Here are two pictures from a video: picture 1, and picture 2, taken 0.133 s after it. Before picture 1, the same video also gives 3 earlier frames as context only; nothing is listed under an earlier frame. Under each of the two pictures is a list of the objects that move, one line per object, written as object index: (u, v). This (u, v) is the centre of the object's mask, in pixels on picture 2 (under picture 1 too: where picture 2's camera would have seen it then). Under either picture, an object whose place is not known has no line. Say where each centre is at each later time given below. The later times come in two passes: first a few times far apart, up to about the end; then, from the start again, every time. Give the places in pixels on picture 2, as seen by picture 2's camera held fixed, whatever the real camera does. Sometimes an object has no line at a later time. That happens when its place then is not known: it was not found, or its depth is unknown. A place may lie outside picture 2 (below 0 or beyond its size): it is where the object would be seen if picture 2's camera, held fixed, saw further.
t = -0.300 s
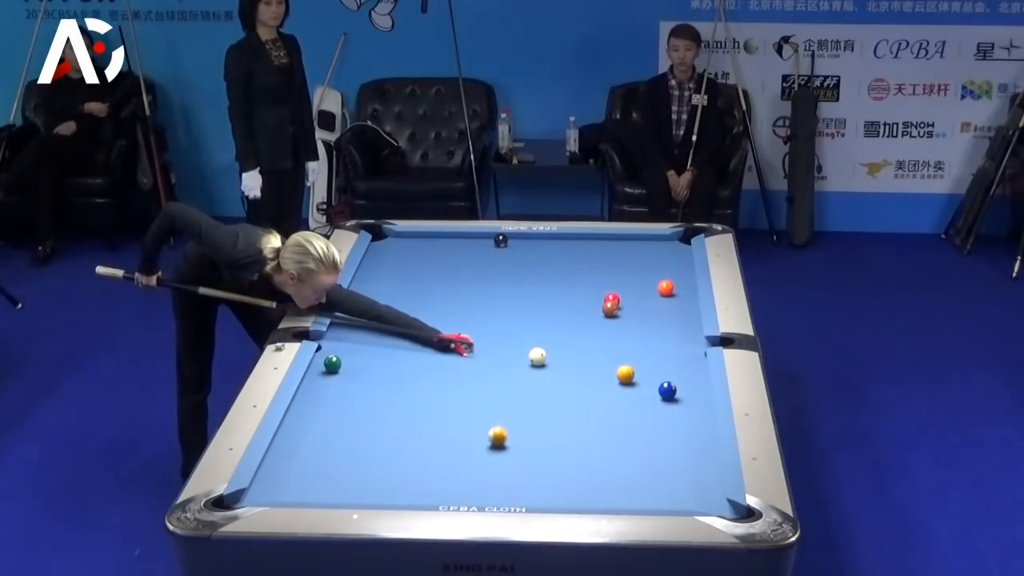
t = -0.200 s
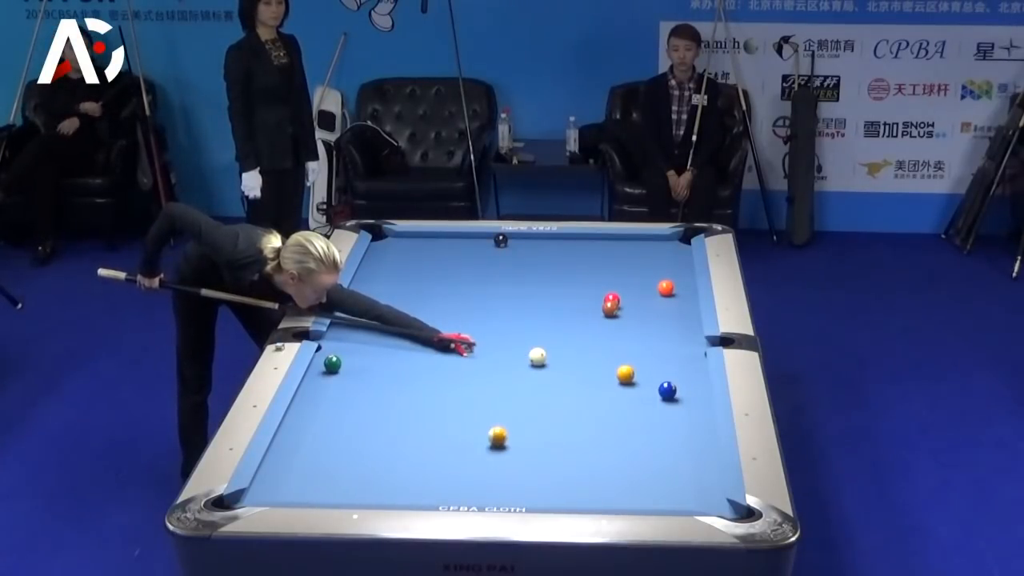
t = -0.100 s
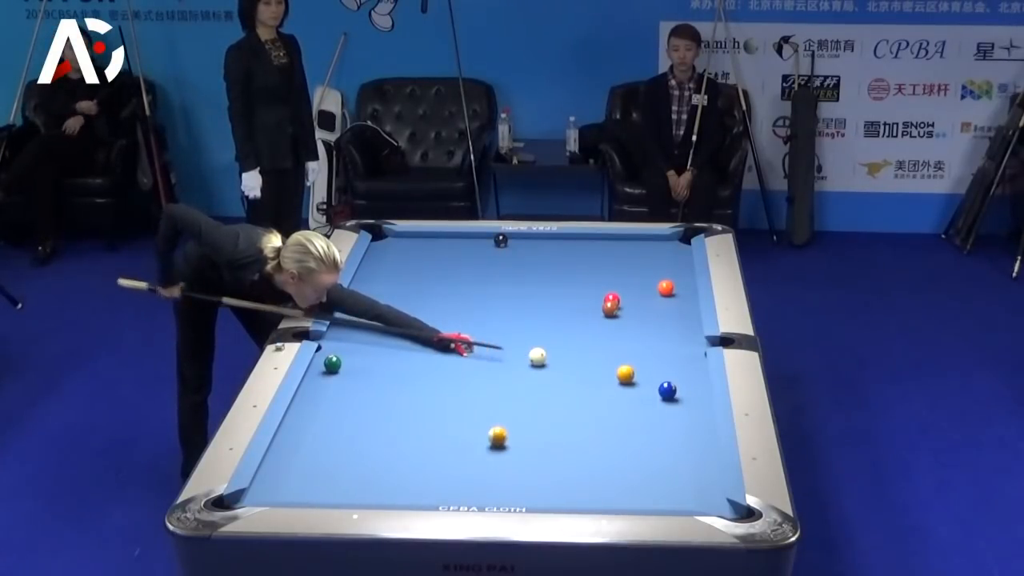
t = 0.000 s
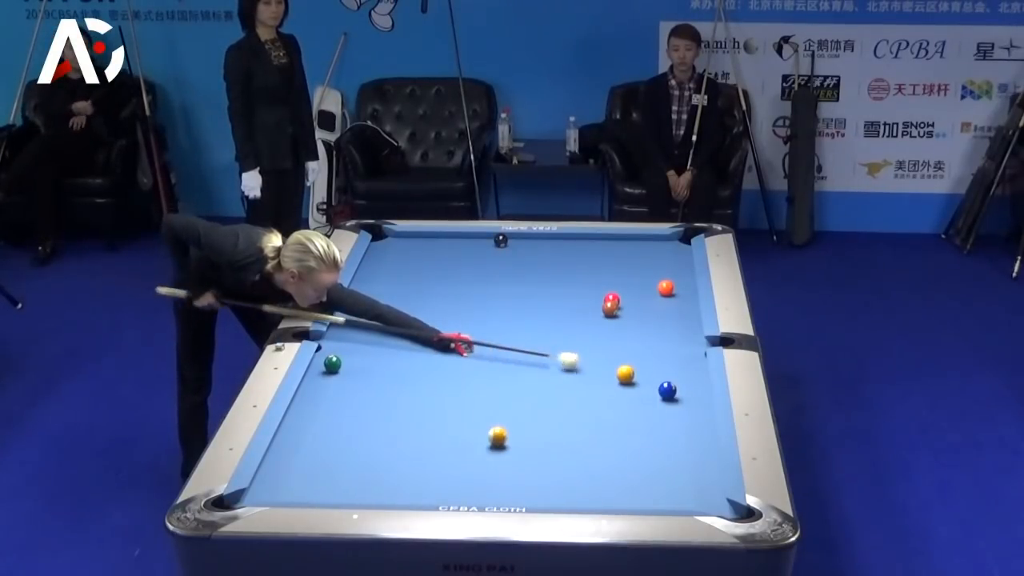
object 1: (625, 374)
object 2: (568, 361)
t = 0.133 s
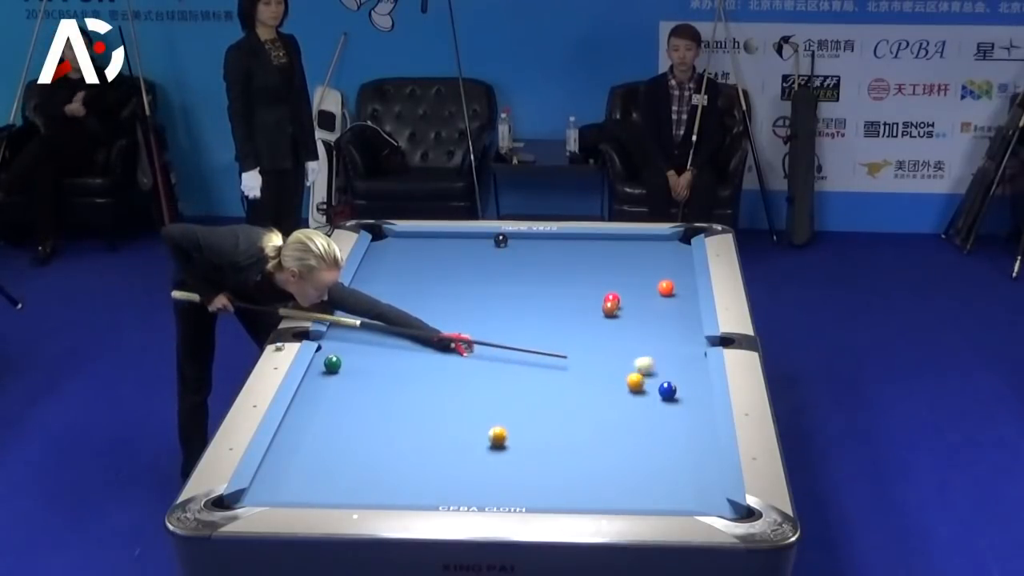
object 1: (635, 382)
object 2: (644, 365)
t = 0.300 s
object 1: (661, 403)
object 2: (684, 359)
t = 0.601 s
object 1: (701, 436)
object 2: (603, 345)
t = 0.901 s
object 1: (693, 464)
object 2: (533, 333)
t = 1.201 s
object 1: (677, 492)
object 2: (468, 321)
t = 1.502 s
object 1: (660, 499)
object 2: (408, 311)
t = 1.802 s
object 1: (643, 485)
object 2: (351, 301)
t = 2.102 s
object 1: (628, 471)
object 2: (382, 297)
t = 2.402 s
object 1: (614, 457)
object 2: (412, 294)
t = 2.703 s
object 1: (600, 446)
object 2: (441, 291)
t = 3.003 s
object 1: (589, 435)
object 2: (467, 289)
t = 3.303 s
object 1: (579, 426)
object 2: (492, 287)
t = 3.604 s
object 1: (570, 418)
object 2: (515, 285)
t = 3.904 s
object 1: (561, 411)
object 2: (535, 284)
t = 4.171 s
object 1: (555, 405)
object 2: (552, 282)
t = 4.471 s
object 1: (549, 400)
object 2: (569, 281)
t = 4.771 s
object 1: (544, 395)
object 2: (585, 279)
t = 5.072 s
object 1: (540, 391)
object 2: (599, 278)
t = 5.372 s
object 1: (537, 388)
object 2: (611, 277)
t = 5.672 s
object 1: (534, 386)
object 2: (621, 277)
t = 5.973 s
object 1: (533, 384)
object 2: (630, 276)
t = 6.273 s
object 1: (532, 383)
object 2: (637, 275)
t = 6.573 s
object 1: (532, 383)
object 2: (643, 275)
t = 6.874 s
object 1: (532, 383)
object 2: (647, 275)
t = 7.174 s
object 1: (532, 383)
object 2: (650, 275)
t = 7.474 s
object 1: (532, 383)
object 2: (651, 275)
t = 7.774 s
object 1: (532, 383)
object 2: (651, 275)
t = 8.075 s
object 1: (532, 383)
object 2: (651, 275)
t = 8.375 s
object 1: (532, 383)
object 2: (651, 275)
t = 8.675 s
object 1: (532, 383)
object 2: (651, 275)
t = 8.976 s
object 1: (532, 383)
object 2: (651, 275)
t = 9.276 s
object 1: (532, 383)
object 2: (651, 275)
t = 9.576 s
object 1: (532, 383)
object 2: (651, 275)
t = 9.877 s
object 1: (532, 383)
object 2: (651, 275)
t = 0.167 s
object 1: (641, 387)
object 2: (659, 364)
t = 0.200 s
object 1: (646, 391)
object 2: (675, 363)
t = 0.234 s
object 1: (651, 395)
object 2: (690, 362)
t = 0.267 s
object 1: (656, 400)
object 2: (696, 361)
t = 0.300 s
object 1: (661, 403)
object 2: (684, 359)
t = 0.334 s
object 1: (665, 407)
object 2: (672, 357)
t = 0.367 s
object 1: (670, 410)
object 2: (662, 355)
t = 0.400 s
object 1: (674, 413)
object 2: (652, 354)
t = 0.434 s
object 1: (679, 418)
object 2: (644, 353)
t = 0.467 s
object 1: (683, 421)
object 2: (635, 351)
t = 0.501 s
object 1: (688, 424)
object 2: (627, 349)
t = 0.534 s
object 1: (692, 428)
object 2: (619, 348)
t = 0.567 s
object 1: (697, 432)
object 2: (611, 347)
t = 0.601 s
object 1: (701, 436)
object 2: (603, 345)
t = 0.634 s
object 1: (706, 439)
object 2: (595, 344)
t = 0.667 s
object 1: (707, 442)
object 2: (587, 342)
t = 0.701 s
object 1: (704, 446)
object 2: (579, 341)
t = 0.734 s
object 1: (702, 449)
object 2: (571, 340)
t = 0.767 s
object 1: (700, 452)
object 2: (563, 338)
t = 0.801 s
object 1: (699, 454)
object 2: (556, 337)
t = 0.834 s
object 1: (697, 458)
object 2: (548, 336)
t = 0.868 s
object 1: (695, 461)
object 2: (540, 334)
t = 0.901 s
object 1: (693, 464)
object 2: (533, 333)
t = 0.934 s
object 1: (692, 467)
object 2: (526, 331)
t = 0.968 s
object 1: (690, 470)
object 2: (518, 330)
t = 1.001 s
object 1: (688, 473)
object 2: (511, 329)
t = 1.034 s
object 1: (687, 476)
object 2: (504, 328)
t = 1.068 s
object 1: (685, 479)
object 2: (496, 326)
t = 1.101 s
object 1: (683, 483)
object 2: (489, 325)
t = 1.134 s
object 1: (681, 486)
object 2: (482, 324)
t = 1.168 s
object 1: (679, 489)
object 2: (475, 323)
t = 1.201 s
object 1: (677, 492)
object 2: (468, 321)
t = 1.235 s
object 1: (675, 495)
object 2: (461, 320)
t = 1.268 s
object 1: (674, 498)
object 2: (454, 319)
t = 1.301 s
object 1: (672, 500)
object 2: (447, 318)
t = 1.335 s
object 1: (670, 502)
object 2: (441, 316)
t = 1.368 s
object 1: (668, 503)
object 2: (434, 315)
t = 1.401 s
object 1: (666, 503)
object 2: (427, 314)
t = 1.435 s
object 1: (664, 501)
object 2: (421, 313)
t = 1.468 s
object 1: (662, 500)
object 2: (414, 312)
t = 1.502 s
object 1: (660, 499)
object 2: (408, 311)
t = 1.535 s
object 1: (658, 498)
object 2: (401, 309)
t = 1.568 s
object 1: (656, 497)
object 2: (394, 308)
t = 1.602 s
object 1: (654, 496)
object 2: (388, 307)
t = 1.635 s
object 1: (653, 495)
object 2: (382, 306)
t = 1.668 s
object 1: (650, 492)
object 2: (376, 305)
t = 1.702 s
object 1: (649, 490)
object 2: (369, 304)
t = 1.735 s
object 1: (647, 488)
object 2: (363, 303)
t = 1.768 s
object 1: (645, 486)
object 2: (357, 302)
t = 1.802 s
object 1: (643, 485)
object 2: (351, 301)
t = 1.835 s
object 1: (641, 483)
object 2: (351, 300)
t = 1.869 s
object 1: (639, 482)
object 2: (356, 300)
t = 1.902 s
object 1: (638, 480)
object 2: (360, 299)
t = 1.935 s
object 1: (636, 479)
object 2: (364, 299)
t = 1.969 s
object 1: (634, 477)
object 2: (367, 298)
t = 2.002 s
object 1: (633, 476)
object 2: (371, 298)
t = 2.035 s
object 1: (631, 474)
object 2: (374, 298)
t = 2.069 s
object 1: (629, 472)
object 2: (378, 297)
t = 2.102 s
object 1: (628, 471)
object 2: (382, 297)
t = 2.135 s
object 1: (626, 470)
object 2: (385, 297)
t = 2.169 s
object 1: (624, 468)
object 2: (389, 296)
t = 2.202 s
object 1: (623, 466)
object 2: (392, 296)
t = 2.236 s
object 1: (621, 464)
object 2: (395, 296)
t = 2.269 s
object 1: (619, 463)
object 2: (399, 295)
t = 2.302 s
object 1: (618, 462)
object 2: (402, 295)
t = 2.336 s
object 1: (616, 460)
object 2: (406, 295)
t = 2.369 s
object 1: (615, 459)
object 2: (409, 294)
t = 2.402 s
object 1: (614, 457)
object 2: (412, 294)
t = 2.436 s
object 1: (612, 456)
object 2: (415, 294)
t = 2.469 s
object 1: (611, 455)
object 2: (419, 294)
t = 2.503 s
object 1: (609, 454)
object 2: (422, 293)
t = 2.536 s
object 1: (608, 452)
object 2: (425, 293)
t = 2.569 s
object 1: (606, 451)
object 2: (428, 293)
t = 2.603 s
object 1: (605, 450)
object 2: (431, 292)
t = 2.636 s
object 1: (603, 448)
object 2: (435, 292)
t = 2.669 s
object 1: (602, 447)
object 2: (438, 292)
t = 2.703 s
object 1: (600, 446)
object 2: (441, 291)
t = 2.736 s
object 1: (599, 445)
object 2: (444, 291)
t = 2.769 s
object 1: (598, 443)
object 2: (447, 291)
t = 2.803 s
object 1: (597, 442)
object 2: (450, 291)
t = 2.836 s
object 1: (595, 441)
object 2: (453, 290)
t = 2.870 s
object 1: (594, 440)
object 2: (456, 290)
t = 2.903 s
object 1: (593, 439)
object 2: (459, 290)
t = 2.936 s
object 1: (591, 438)
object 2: (461, 290)
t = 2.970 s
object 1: (590, 437)
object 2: (464, 289)
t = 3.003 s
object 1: (589, 435)
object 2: (467, 289)
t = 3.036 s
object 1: (588, 434)
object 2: (470, 289)
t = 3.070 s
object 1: (587, 433)
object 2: (473, 289)
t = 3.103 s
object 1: (586, 432)
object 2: (476, 289)
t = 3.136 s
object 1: (584, 431)
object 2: (479, 288)
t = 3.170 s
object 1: (583, 430)
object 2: (481, 288)
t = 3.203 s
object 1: (582, 429)
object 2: (484, 288)
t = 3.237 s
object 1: (581, 428)
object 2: (486, 288)
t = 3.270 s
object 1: (580, 427)
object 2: (489, 287)
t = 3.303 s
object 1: (579, 426)
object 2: (492, 287)
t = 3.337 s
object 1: (578, 425)
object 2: (494, 287)
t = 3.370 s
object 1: (576, 424)
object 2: (497, 287)
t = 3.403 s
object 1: (575, 423)
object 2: (500, 287)
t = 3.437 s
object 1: (574, 422)
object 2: (502, 286)
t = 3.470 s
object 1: (573, 421)
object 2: (505, 286)
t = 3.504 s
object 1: (572, 421)
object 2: (507, 286)
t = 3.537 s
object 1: (571, 420)
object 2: (510, 286)
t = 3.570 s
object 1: (571, 419)
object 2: (512, 285)
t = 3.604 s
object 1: (570, 418)
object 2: (515, 285)
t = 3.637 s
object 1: (569, 417)
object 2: (517, 285)
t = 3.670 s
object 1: (568, 416)
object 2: (519, 285)
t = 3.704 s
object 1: (567, 415)
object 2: (522, 285)
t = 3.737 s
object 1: (566, 414)
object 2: (524, 285)
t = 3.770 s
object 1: (565, 414)
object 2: (526, 284)
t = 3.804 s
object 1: (564, 413)
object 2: (529, 284)
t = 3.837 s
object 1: (563, 412)
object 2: (531, 284)
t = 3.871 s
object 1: (562, 411)
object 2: (533, 284)
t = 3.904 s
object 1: (561, 411)
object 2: (535, 284)
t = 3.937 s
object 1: (561, 410)
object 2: (537, 283)
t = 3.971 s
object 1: (560, 409)
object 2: (539, 283)
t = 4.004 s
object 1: (559, 408)
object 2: (541, 283)
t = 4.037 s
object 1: (558, 408)
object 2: (544, 283)
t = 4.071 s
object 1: (557, 407)
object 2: (546, 283)
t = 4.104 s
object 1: (557, 406)
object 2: (548, 282)
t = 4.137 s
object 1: (556, 406)
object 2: (550, 282)
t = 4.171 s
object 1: (555, 405)
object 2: (552, 282)
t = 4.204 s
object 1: (554, 404)
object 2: (554, 282)
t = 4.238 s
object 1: (553, 404)
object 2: (556, 282)
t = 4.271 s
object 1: (553, 403)
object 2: (558, 281)
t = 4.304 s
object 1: (552, 402)
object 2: (560, 281)
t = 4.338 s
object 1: (551, 402)
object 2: (562, 281)
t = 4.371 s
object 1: (551, 401)
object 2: (564, 281)
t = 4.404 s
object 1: (550, 401)
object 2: (566, 281)
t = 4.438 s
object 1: (549, 400)
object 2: (567, 281)
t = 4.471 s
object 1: (549, 400)
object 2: (569, 281)
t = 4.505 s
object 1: (548, 399)
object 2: (571, 280)
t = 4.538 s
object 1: (547, 398)
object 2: (573, 280)
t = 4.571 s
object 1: (547, 398)
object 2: (575, 280)
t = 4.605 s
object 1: (547, 397)
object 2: (576, 280)
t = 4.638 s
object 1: (546, 397)
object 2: (578, 280)
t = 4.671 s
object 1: (545, 396)
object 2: (580, 280)
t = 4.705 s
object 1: (545, 396)
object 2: (582, 280)
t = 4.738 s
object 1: (544, 395)
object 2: (583, 279)
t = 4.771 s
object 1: (544, 395)
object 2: (585, 279)
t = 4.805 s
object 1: (543, 394)
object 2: (586, 279)
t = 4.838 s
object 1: (543, 394)
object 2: (588, 279)
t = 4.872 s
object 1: (542, 394)
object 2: (589, 279)
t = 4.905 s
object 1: (542, 393)
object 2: (591, 279)
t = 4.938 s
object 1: (541, 393)
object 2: (593, 279)
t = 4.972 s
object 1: (541, 392)
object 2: (594, 279)
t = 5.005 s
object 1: (541, 391)
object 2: (596, 279)
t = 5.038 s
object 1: (540, 392)
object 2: (597, 278)
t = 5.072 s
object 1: (540, 391)
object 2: (599, 278)
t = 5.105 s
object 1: (539, 390)
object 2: (600, 278)
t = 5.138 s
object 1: (539, 390)
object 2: (601, 278)
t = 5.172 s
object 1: (539, 390)
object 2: (603, 278)
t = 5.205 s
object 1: (538, 390)
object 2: (604, 278)
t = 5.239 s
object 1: (538, 389)
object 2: (606, 278)
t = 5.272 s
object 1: (538, 389)
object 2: (607, 278)
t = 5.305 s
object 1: (537, 389)
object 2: (608, 278)
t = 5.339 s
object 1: (537, 388)
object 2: (609, 277)
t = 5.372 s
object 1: (537, 388)
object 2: (611, 277)
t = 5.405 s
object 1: (536, 387)
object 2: (612, 277)
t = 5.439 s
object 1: (536, 387)
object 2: (613, 277)
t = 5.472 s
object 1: (536, 387)
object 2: (614, 277)
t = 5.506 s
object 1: (536, 387)
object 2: (616, 277)
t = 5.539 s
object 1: (535, 387)
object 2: (617, 277)
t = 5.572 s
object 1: (535, 386)
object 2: (618, 277)
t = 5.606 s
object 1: (535, 386)
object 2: (619, 277)
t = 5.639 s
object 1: (534, 386)
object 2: (620, 277)
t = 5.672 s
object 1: (534, 386)
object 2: (621, 277)
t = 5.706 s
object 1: (534, 385)
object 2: (622, 277)
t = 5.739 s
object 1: (534, 385)
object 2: (623, 276)
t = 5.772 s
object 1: (534, 385)
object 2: (624, 276)
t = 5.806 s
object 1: (534, 385)
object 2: (625, 276)
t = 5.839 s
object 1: (533, 385)
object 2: (626, 276)
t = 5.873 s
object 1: (533, 384)
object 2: (627, 276)
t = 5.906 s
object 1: (533, 384)
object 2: (628, 276)
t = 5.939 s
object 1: (533, 384)
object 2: (629, 276)
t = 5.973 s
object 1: (533, 384)
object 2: (630, 276)
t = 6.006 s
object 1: (533, 384)
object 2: (631, 276)
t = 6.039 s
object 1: (532, 384)
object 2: (632, 276)
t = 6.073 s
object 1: (532, 384)
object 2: (633, 276)
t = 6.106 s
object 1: (532, 384)
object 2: (633, 276)
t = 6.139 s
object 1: (532, 384)
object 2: (634, 276)
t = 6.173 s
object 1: (532, 383)
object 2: (635, 276)
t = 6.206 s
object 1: (532, 383)
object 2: (636, 276)
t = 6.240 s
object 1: (532, 383)
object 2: (636, 276)
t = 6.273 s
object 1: (532, 383)
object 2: (637, 275)
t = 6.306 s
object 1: (532, 383)
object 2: (638, 275)
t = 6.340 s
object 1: (532, 383)
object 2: (639, 275)
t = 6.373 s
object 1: (532, 383)
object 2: (639, 275)
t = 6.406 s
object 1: (532, 383)
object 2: (640, 275)
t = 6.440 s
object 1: (532, 383)
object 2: (641, 275)
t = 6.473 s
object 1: (532, 383)
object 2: (641, 275)
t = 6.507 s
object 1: (532, 383)
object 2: (642, 275)
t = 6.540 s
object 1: (532, 383)
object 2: (642, 275)
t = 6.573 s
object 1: (532, 383)
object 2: (643, 275)
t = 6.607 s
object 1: (532, 383)
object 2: (644, 275)
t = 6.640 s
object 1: (532, 383)
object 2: (644, 275)
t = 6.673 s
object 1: (532, 383)
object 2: (645, 275)
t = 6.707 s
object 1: (532, 383)
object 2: (645, 275)
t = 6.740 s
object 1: (532, 383)
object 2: (645, 275)
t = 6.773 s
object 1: (532, 383)
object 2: (646, 275)
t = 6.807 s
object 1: (532, 383)
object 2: (646, 275)
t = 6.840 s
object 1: (532, 383)
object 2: (646, 275)
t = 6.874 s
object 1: (532, 383)
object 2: (647, 275)
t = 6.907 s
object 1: (532, 383)
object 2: (647, 275)
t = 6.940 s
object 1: (532, 383)
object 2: (648, 275)
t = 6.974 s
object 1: (532, 383)
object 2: (648, 275)
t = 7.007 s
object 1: (532, 383)
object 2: (649, 275)
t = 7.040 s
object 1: (532, 383)
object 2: (649, 275)
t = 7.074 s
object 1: (532, 383)
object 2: (649, 275)
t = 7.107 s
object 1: (532, 383)
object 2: (649, 275)
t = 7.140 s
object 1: (532, 383)
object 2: (650, 275)
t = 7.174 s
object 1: (532, 383)
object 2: (650, 275)
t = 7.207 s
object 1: (532, 383)
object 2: (650, 275)
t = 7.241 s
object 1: (532, 383)
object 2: (650, 275)
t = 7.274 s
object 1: (532, 383)
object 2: (651, 275)
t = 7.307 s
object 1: (532, 383)
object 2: (651, 275)
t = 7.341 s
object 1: (532, 383)
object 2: (651, 275)
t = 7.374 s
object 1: (532, 383)
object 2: (651, 275)
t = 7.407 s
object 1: (532, 383)
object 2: (651, 275)
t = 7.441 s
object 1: (532, 383)
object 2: (651, 275)
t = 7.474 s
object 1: (532, 383)
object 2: (651, 275)
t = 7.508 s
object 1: (532, 383)
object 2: (651, 275)
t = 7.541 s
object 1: (532, 383)
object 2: (651, 275)
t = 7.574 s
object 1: (532, 383)
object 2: (651, 275)
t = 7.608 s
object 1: (532, 383)
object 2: (651, 275)
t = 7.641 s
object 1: (532, 383)
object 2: (651, 275)
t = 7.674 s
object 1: (532, 383)
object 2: (651, 275)
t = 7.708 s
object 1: (532, 383)
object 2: (651, 275)
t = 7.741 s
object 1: (532, 383)
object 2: (651, 275)
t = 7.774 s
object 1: (532, 383)
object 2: (651, 275)
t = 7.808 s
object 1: (532, 383)
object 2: (651, 275)
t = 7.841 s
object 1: (532, 383)
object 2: (651, 275)
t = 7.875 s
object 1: (532, 383)
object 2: (651, 275)
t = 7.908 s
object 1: (532, 383)
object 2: (651, 275)
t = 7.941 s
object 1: (532, 383)
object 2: (651, 275)
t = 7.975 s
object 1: (532, 383)
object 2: (651, 275)
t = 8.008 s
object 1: (532, 383)
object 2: (651, 275)
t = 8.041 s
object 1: (532, 383)
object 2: (651, 275)
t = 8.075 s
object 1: (532, 383)
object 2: (651, 275)
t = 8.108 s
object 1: (532, 383)
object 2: (651, 275)
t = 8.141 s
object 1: (532, 383)
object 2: (651, 275)
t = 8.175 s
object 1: (532, 383)
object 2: (651, 275)
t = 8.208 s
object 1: (532, 383)
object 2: (651, 275)
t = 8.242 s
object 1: (532, 383)
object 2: (651, 275)
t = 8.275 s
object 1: (532, 383)
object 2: (651, 275)
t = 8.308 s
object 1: (532, 383)
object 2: (651, 275)
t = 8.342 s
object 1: (532, 383)
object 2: (651, 275)
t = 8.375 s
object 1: (532, 383)
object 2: (651, 275)
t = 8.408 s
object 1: (532, 383)
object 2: (651, 275)
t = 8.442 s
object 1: (532, 383)
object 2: (651, 275)
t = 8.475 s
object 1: (532, 383)
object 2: (651, 275)
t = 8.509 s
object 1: (532, 383)
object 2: (651, 275)
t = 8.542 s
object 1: (532, 383)
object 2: (651, 275)
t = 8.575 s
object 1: (532, 383)
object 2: (651, 275)
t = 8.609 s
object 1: (532, 383)
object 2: (651, 275)
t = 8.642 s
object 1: (532, 383)
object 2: (651, 275)
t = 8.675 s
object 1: (532, 383)
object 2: (651, 275)
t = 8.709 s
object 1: (532, 383)
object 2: (651, 275)
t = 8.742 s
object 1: (532, 383)
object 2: (651, 275)
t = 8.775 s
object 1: (532, 383)
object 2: (651, 275)
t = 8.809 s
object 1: (532, 383)
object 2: (651, 275)
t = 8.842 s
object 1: (532, 383)
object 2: (651, 275)
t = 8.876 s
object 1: (532, 383)
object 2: (651, 275)
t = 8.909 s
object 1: (532, 383)
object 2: (651, 275)
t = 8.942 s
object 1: (532, 383)
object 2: (651, 275)
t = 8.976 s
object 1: (532, 383)
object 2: (651, 275)
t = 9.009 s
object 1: (532, 383)
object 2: (651, 275)
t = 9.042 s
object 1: (532, 383)
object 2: (651, 275)
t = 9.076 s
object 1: (532, 383)
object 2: (651, 275)
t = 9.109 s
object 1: (532, 383)
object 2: (651, 275)
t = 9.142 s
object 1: (532, 383)
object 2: (651, 275)
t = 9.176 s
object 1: (532, 383)
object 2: (651, 275)
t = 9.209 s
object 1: (532, 383)
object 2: (651, 275)
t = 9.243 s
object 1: (532, 383)
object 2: (651, 275)
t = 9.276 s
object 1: (532, 383)
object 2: (651, 275)
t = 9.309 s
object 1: (532, 383)
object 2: (651, 275)
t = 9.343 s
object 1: (532, 383)
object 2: (651, 275)
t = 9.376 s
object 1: (532, 383)
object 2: (651, 275)
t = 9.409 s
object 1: (532, 383)
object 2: (651, 275)
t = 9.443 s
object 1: (532, 383)
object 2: (651, 275)
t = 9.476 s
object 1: (532, 383)
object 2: (651, 275)
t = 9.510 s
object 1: (532, 383)
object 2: (651, 275)
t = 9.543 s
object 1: (532, 383)
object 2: (651, 275)
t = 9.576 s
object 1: (532, 383)
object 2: (651, 275)
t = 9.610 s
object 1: (532, 383)
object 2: (651, 275)
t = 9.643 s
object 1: (532, 383)
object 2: (651, 275)
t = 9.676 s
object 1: (532, 383)
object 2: (651, 275)
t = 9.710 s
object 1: (532, 383)
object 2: (651, 275)
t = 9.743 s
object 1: (532, 383)
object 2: (651, 275)
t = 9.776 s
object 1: (532, 383)
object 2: (651, 275)
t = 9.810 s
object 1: (532, 383)
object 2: (651, 275)
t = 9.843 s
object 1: (532, 383)
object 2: (651, 275)
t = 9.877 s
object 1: (532, 383)
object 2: (651, 275)
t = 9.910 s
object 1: (532, 383)
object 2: (651, 275)
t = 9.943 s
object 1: (532, 383)
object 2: (651, 275)
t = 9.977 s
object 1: (532, 383)
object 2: (651, 275)
